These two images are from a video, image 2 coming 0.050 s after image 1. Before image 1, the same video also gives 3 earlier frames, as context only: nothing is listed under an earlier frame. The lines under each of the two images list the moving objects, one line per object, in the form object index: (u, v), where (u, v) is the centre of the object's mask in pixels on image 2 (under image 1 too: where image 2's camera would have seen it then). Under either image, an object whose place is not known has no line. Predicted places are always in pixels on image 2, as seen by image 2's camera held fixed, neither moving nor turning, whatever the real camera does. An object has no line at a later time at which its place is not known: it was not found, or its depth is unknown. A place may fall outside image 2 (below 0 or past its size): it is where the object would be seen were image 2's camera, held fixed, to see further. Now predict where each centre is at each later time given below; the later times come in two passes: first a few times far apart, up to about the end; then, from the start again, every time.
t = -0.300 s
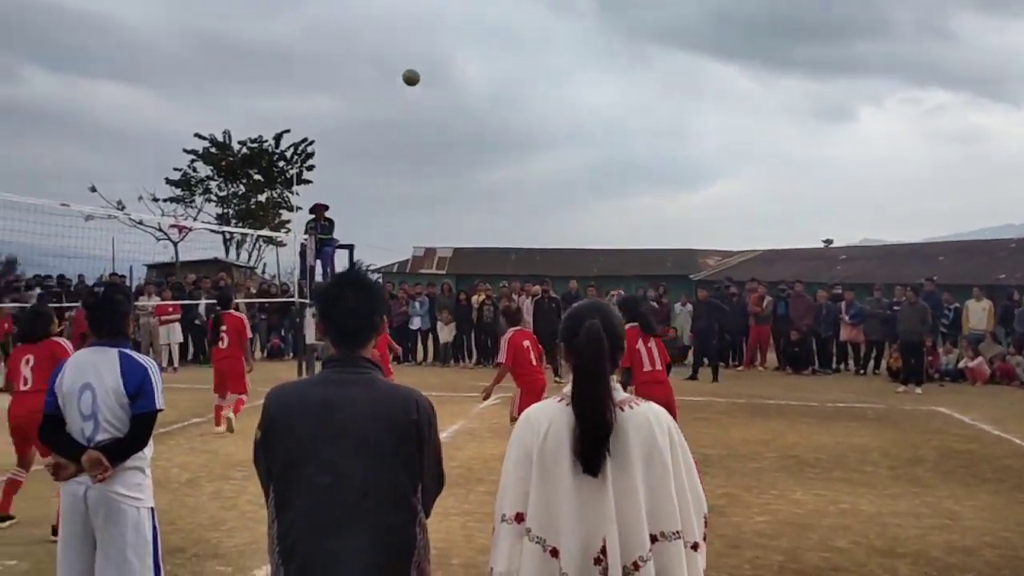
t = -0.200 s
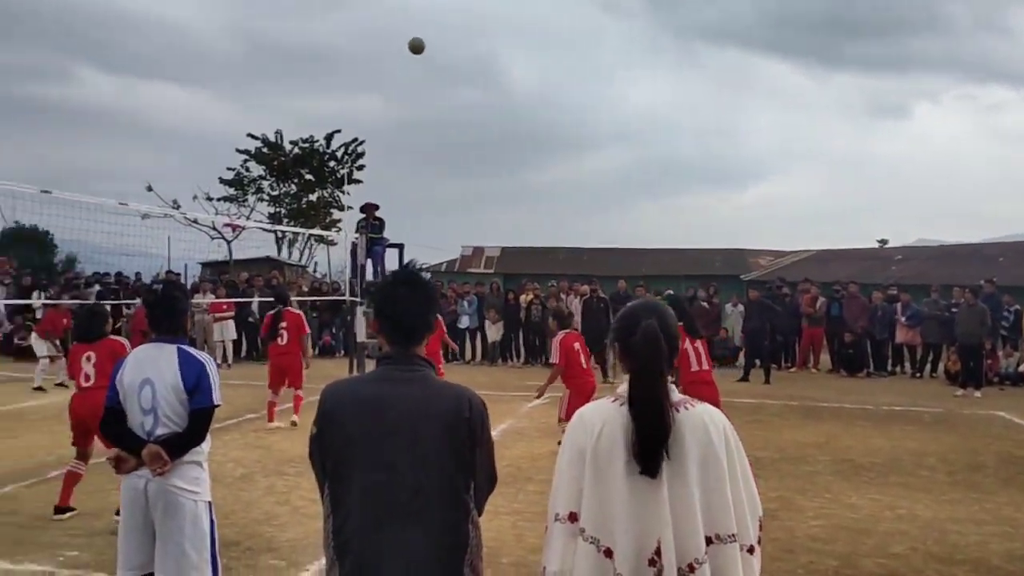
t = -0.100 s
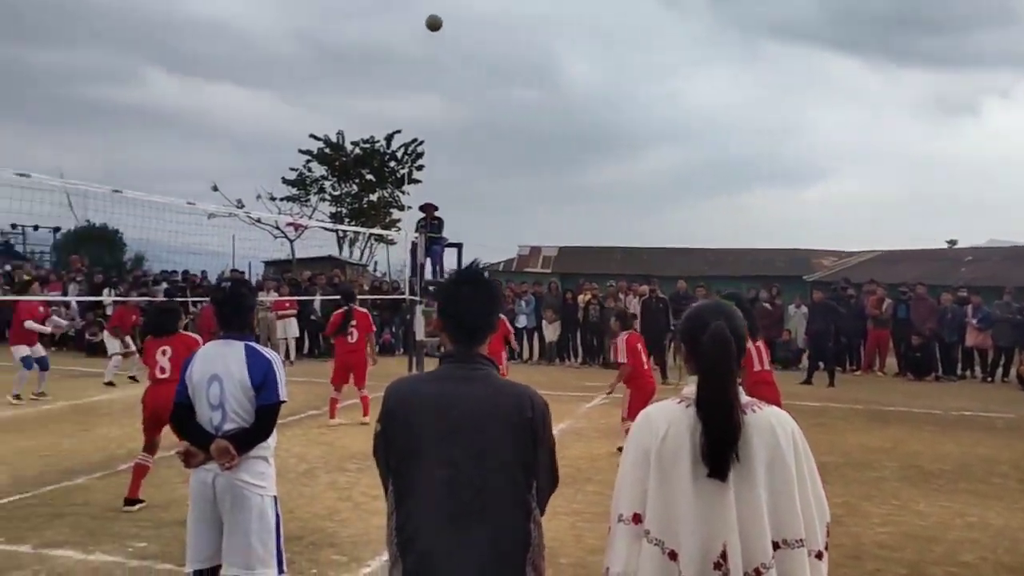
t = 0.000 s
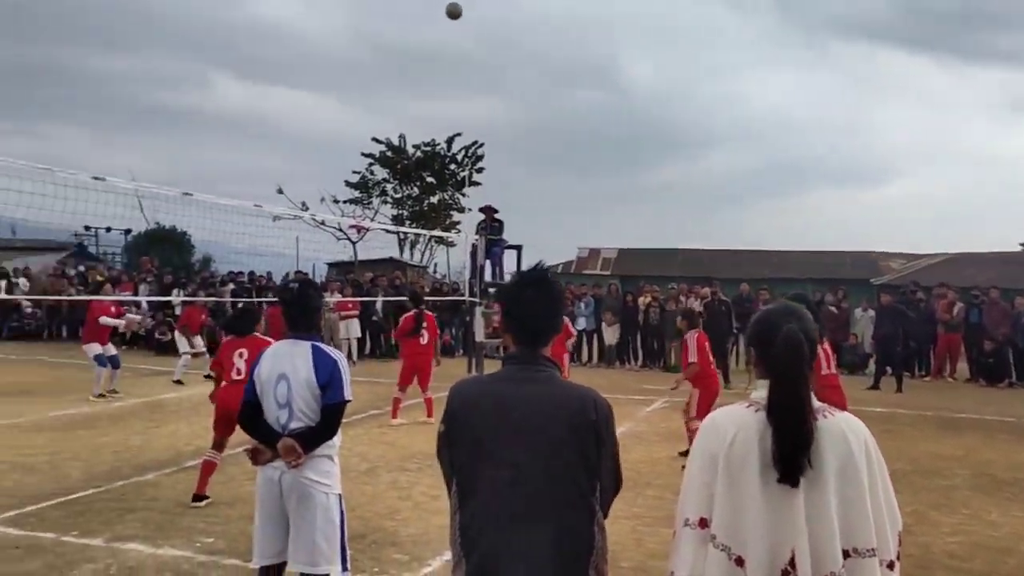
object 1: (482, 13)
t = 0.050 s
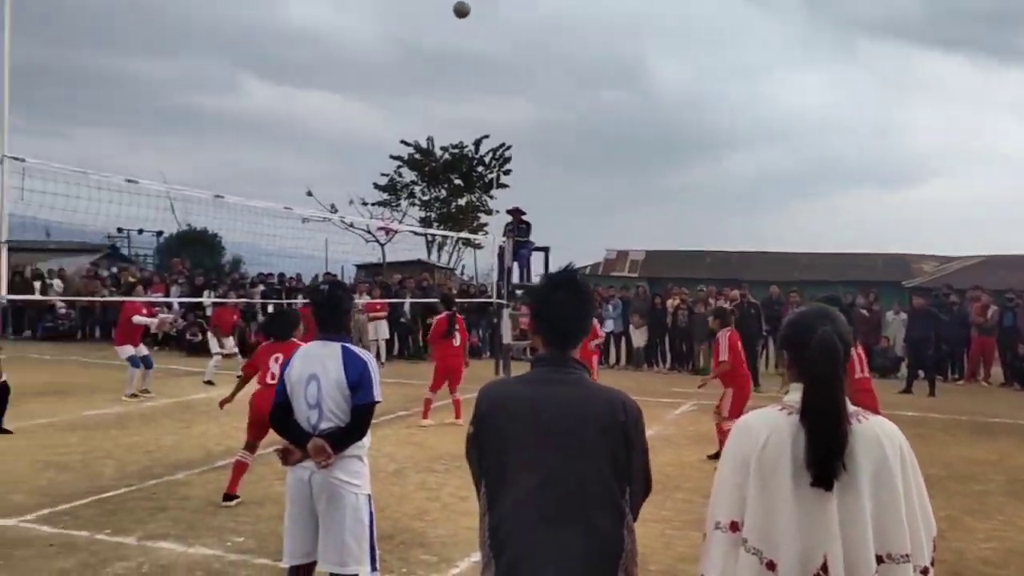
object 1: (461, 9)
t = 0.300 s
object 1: (363, 19)
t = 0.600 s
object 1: (249, 92)
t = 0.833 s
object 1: (164, 194)
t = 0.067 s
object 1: (455, 8)
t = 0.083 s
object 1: (448, 8)
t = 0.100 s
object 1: (442, 8)
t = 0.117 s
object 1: (435, 8)
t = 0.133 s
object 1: (428, 7)
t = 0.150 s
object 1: (422, 8)
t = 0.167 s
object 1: (415, 8)
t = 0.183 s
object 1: (408, 8)
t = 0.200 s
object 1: (402, 9)
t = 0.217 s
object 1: (395, 10)
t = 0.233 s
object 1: (389, 11)
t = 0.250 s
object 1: (382, 13)
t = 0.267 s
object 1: (376, 15)
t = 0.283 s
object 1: (370, 17)
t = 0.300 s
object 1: (363, 19)
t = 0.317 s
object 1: (357, 21)
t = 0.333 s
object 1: (351, 24)
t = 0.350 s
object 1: (344, 26)
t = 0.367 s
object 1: (337, 29)
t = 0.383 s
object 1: (331, 32)
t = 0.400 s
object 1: (325, 36)
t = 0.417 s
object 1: (318, 39)
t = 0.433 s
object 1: (312, 43)
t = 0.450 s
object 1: (305, 47)
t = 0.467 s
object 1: (299, 52)
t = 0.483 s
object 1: (293, 56)
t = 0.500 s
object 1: (286, 61)
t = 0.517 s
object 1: (280, 65)
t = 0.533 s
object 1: (274, 70)
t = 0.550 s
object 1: (268, 75)
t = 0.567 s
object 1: (261, 80)
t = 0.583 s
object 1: (255, 86)
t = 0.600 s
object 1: (249, 92)
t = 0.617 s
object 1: (243, 98)
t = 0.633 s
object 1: (237, 103)
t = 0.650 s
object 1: (231, 110)
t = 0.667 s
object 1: (225, 116)
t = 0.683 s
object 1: (219, 123)
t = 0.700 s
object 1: (212, 130)
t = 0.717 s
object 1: (207, 137)
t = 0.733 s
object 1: (200, 144)
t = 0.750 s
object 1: (194, 151)
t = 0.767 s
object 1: (188, 158)
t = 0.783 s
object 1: (182, 166)
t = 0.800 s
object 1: (176, 174)
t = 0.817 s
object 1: (170, 180)
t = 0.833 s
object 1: (164, 194)
